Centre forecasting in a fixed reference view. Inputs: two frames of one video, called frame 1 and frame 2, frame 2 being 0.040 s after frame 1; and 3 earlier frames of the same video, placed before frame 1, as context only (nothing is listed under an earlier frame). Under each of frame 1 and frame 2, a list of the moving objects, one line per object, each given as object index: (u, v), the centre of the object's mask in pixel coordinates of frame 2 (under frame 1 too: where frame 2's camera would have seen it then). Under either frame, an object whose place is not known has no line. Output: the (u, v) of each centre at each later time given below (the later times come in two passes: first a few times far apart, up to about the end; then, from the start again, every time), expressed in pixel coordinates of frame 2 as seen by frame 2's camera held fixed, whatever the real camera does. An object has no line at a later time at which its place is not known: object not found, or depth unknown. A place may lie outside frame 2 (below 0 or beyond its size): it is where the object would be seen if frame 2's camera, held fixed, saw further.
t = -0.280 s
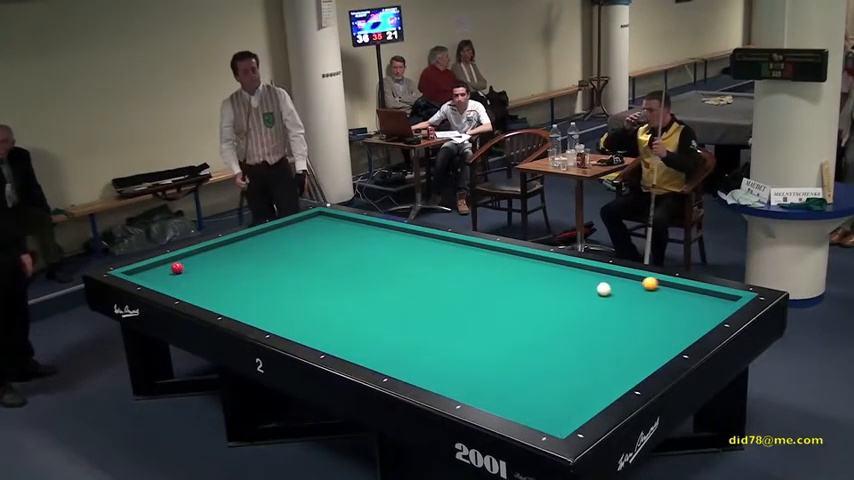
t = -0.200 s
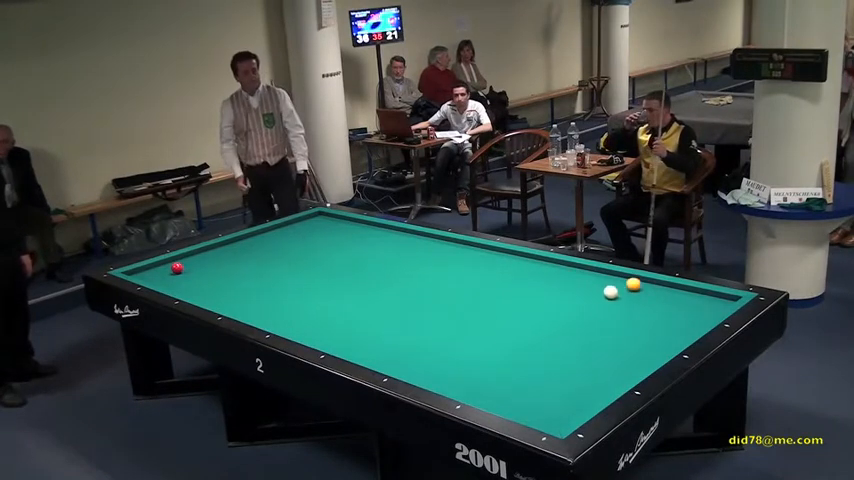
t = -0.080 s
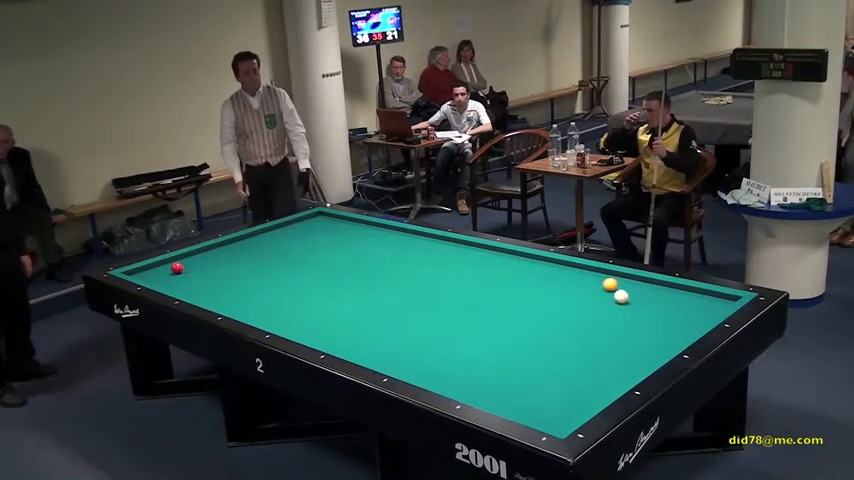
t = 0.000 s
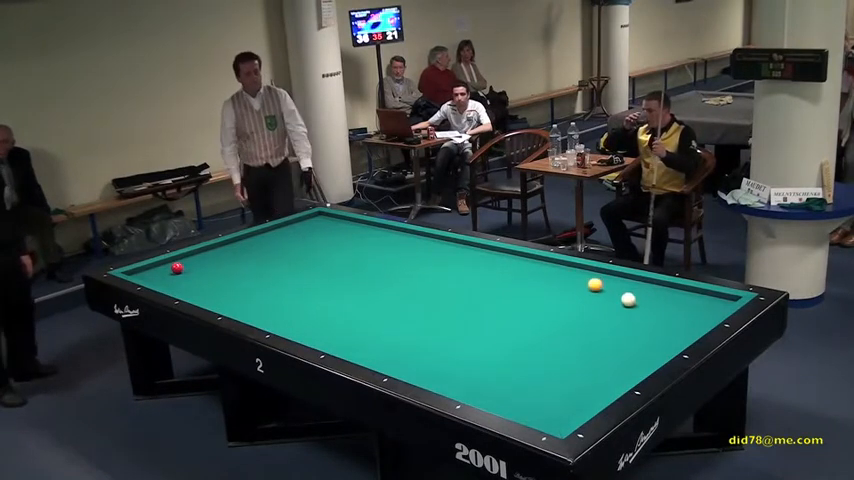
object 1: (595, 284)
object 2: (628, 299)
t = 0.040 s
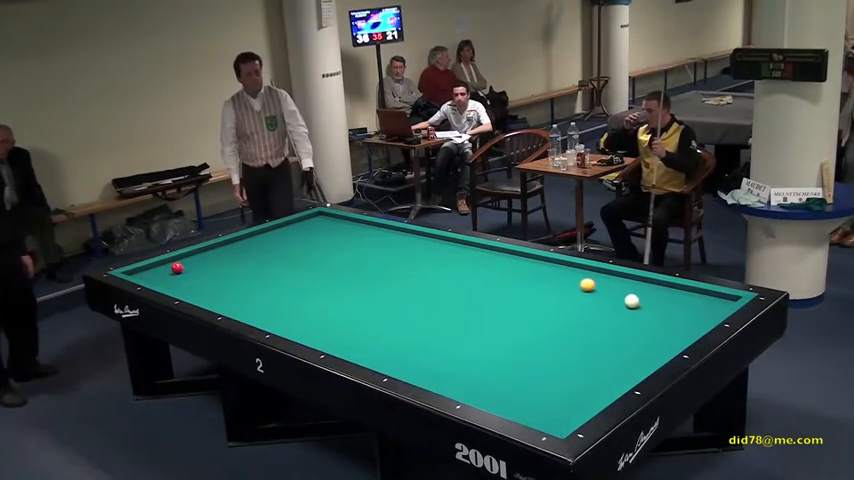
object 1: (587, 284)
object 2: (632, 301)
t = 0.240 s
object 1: (550, 285)
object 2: (650, 309)
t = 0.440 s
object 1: (513, 285)
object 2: (669, 317)
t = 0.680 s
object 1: (470, 286)
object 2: (692, 326)
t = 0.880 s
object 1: (435, 286)
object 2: (676, 327)
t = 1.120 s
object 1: (394, 287)
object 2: (654, 327)
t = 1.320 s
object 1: (362, 287)
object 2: (637, 327)
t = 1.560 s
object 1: (323, 288)
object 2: (617, 327)
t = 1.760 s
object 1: (291, 288)
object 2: (602, 326)
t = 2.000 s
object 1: (255, 289)
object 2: (583, 326)
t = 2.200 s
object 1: (226, 289)
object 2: (568, 326)
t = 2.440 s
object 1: (191, 289)
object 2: (551, 326)
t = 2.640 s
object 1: (176, 287)
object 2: (538, 326)
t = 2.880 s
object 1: (173, 281)
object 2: (522, 326)
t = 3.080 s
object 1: (171, 276)
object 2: (510, 326)
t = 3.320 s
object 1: (167, 270)
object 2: (495, 325)
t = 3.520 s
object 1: (160, 269)
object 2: (484, 325)
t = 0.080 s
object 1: (579, 284)
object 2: (635, 303)
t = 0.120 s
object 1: (572, 285)
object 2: (639, 304)
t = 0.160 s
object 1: (564, 284)
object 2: (643, 306)
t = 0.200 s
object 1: (557, 285)
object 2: (646, 307)
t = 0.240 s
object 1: (550, 285)
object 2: (650, 309)
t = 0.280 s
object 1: (542, 285)
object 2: (654, 310)
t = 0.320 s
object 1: (535, 285)
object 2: (657, 312)
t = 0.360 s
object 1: (528, 285)
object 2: (661, 314)
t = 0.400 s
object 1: (520, 285)
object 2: (665, 315)
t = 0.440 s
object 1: (513, 285)
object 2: (669, 317)
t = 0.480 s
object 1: (505, 285)
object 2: (673, 319)
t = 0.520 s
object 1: (498, 286)
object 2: (677, 321)
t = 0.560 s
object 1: (491, 285)
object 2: (681, 322)
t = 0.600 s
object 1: (484, 286)
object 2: (684, 324)
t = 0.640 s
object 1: (477, 286)
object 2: (688, 325)
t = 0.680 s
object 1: (470, 286)
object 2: (692, 326)
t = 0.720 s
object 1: (463, 286)
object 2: (690, 327)
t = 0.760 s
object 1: (456, 286)
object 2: (686, 327)
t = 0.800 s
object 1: (449, 286)
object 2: (683, 327)
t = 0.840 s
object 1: (442, 286)
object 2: (679, 327)
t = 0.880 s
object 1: (435, 286)
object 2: (676, 327)
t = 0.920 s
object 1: (428, 286)
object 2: (672, 327)
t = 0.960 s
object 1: (421, 287)
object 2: (668, 327)
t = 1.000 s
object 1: (414, 287)
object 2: (665, 327)
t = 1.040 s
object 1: (408, 287)
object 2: (661, 327)
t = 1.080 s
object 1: (401, 287)
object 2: (658, 327)
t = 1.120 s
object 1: (394, 287)
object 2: (654, 327)
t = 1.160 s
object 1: (388, 287)
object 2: (651, 327)
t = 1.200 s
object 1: (381, 287)
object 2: (647, 327)
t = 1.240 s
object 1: (375, 287)
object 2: (644, 327)
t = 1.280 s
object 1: (368, 287)
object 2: (640, 327)
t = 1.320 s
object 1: (362, 287)
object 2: (637, 327)
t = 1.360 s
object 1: (355, 288)
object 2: (634, 327)
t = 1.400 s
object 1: (348, 288)
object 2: (630, 327)
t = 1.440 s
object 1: (342, 288)
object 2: (627, 327)
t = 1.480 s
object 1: (335, 288)
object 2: (624, 327)
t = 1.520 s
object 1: (329, 288)
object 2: (621, 327)
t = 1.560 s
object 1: (323, 288)
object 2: (617, 327)
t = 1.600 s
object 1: (316, 288)
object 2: (614, 327)
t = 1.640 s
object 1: (310, 288)
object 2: (611, 327)
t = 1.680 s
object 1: (304, 288)
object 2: (608, 327)
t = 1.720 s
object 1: (298, 288)
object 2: (605, 327)
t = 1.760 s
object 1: (291, 288)
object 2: (602, 326)
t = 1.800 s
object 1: (285, 288)
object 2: (598, 327)
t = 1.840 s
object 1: (279, 289)
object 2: (595, 326)
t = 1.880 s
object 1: (273, 289)
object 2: (592, 327)
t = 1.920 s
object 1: (267, 289)
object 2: (589, 327)
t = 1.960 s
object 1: (261, 289)
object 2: (586, 326)
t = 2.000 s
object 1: (255, 289)
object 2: (583, 326)
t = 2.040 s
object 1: (249, 289)
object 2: (580, 326)
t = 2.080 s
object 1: (243, 289)
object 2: (577, 326)
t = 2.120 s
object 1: (237, 289)
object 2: (574, 326)
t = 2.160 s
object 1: (231, 289)
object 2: (571, 326)
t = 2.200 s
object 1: (226, 289)
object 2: (568, 326)
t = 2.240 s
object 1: (220, 289)
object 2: (566, 326)
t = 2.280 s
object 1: (214, 289)
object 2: (563, 326)
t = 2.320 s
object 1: (208, 289)
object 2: (560, 326)
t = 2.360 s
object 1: (203, 289)
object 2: (557, 326)
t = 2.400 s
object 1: (197, 290)
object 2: (554, 326)
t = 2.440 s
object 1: (191, 289)
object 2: (551, 326)
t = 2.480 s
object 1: (186, 289)
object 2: (549, 326)
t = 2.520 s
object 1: (180, 289)
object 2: (546, 326)
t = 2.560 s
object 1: (177, 289)
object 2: (543, 326)
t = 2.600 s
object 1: (177, 288)
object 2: (540, 326)
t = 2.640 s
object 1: (176, 287)
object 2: (538, 326)
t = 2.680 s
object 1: (176, 286)
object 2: (535, 326)
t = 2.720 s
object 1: (175, 285)
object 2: (533, 326)
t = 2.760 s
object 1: (175, 284)
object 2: (530, 326)
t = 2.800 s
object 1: (175, 283)
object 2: (527, 326)
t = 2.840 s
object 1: (174, 281)
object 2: (525, 326)
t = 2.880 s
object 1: (173, 281)
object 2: (522, 326)
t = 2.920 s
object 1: (173, 280)
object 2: (520, 326)
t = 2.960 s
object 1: (172, 279)
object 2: (517, 326)
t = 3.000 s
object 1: (172, 278)
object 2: (515, 326)
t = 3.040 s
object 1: (172, 277)
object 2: (512, 326)
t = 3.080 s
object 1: (171, 276)
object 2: (510, 326)
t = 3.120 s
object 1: (170, 274)
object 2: (507, 326)
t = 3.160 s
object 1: (170, 273)
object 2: (505, 326)
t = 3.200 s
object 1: (170, 272)
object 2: (503, 325)
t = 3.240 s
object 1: (169, 271)
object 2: (500, 325)
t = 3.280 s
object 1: (168, 271)
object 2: (498, 325)
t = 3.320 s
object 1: (167, 270)
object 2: (495, 325)
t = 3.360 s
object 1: (165, 270)
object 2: (493, 325)
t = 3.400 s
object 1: (164, 270)
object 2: (491, 325)
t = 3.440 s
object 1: (162, 269)
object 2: (489, 325)
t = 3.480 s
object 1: (161, 269)
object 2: (486, 325)
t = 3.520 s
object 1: (160, 269)
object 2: (484, 325)
